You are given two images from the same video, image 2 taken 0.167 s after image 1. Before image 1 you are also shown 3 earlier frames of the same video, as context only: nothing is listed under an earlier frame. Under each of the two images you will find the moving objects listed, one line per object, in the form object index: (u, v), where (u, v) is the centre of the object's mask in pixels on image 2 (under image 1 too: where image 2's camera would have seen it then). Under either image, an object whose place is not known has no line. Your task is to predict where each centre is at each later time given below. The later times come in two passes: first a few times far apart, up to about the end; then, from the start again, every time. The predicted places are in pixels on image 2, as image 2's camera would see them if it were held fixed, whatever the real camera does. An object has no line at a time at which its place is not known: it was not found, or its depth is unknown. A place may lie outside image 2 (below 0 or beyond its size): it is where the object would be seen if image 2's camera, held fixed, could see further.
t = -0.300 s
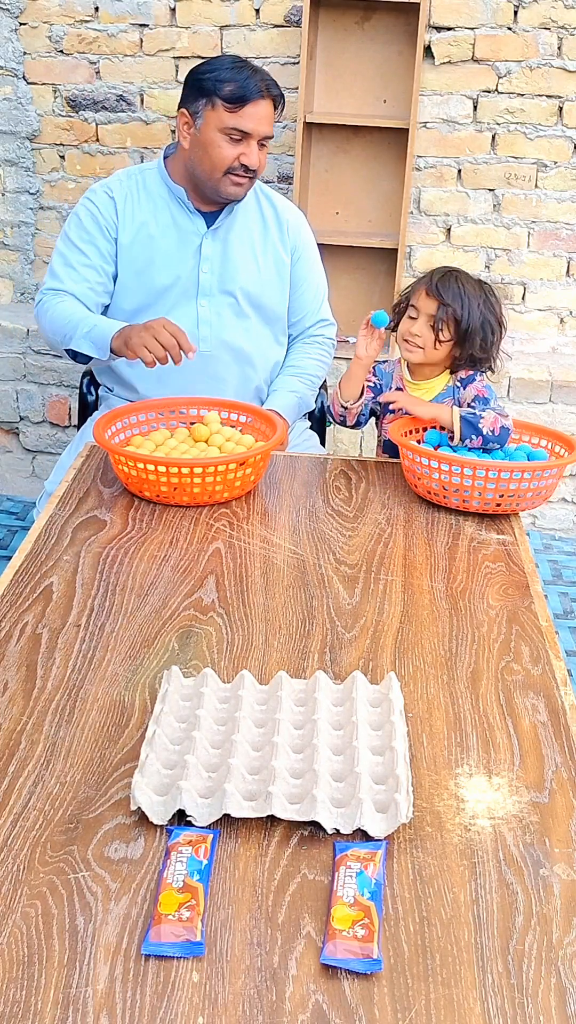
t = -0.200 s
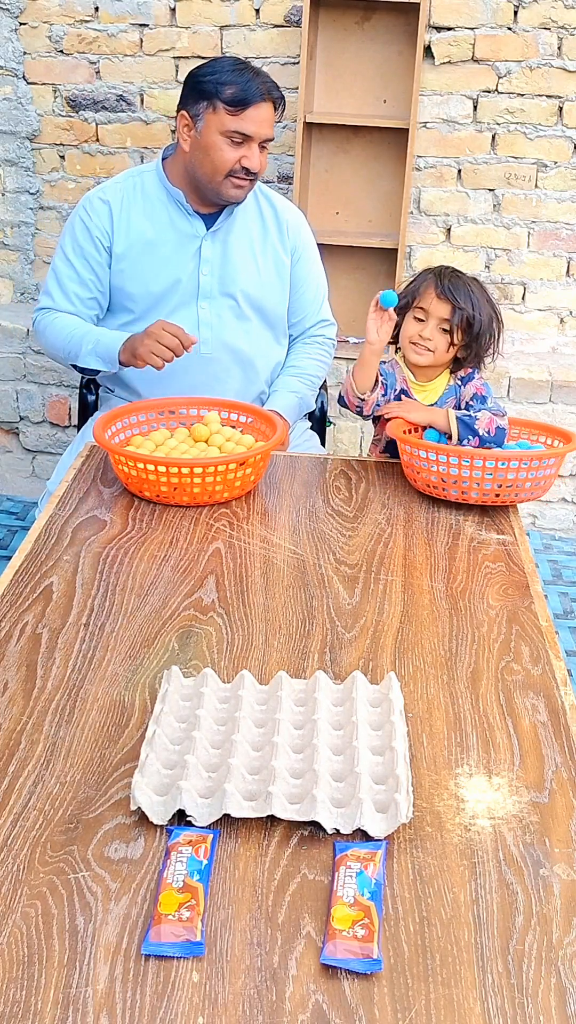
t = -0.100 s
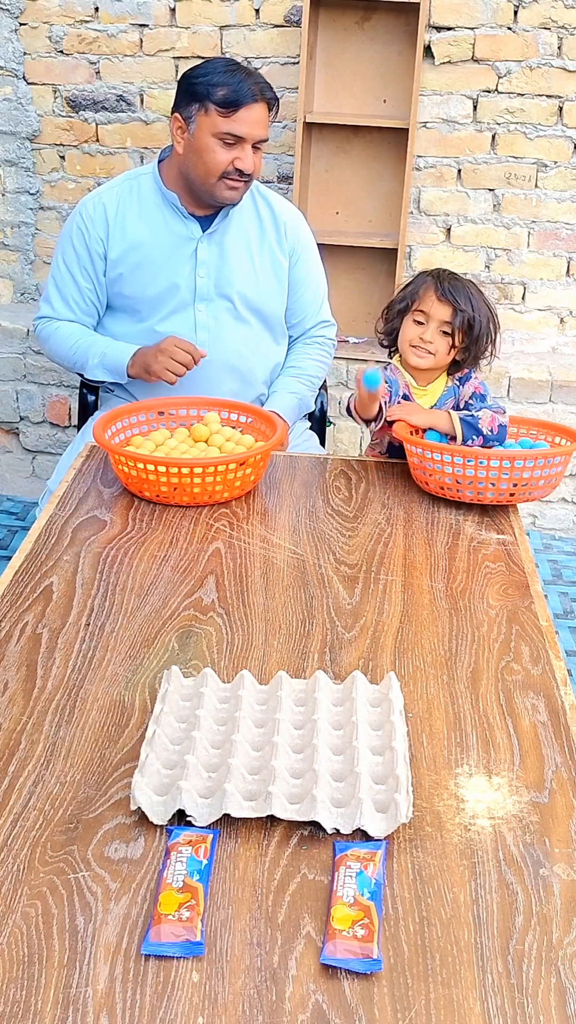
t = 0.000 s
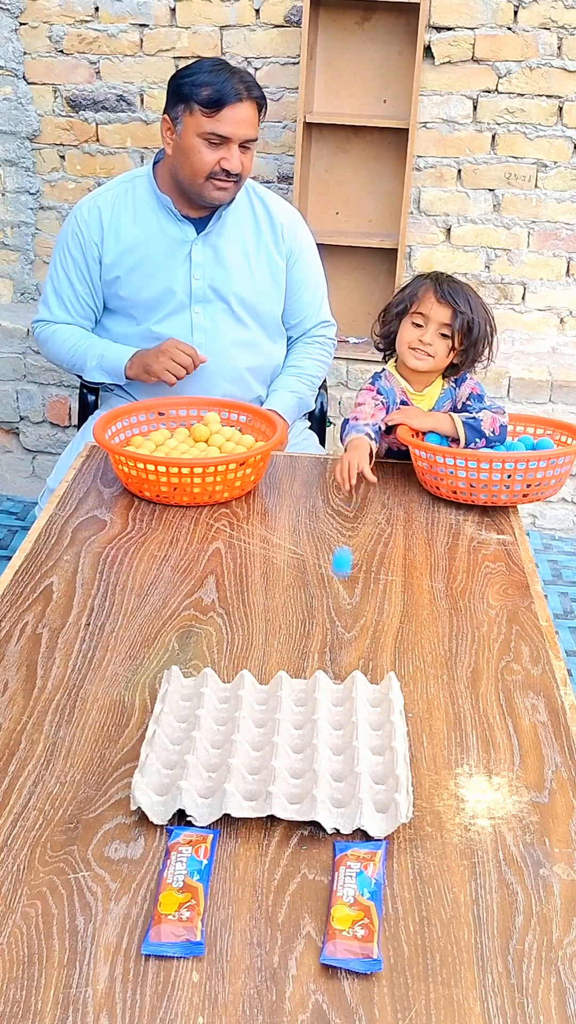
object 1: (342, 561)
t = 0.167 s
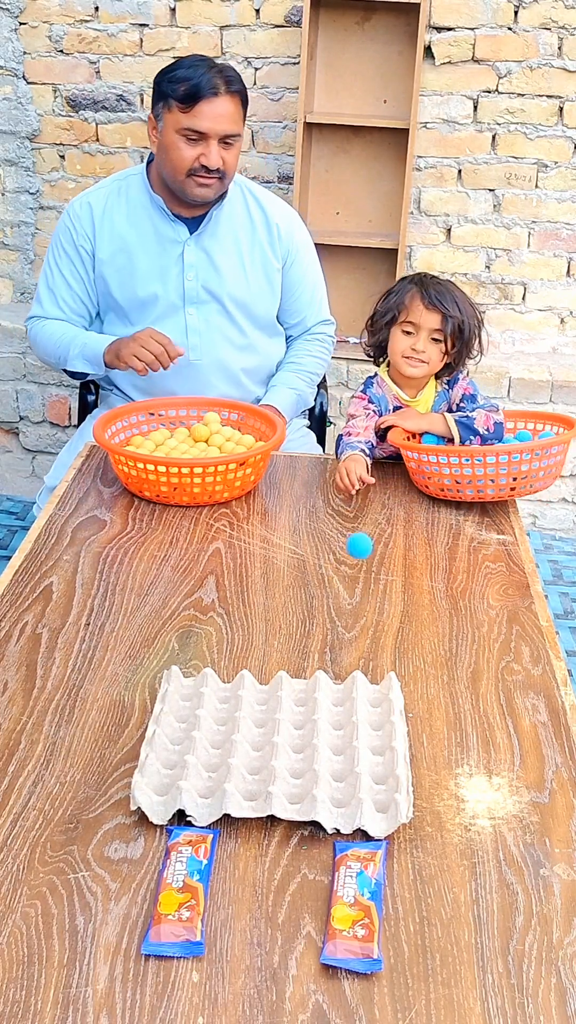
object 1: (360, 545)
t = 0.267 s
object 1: (371, 613)
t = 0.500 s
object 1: (350, 790)
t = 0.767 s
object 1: (353, 908)
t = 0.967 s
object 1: (359, 1008)
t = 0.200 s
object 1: (364, 558)
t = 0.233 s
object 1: (367, 581)
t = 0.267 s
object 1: (371, 613)
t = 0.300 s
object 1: (374, 657)
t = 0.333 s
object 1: (379, 707)
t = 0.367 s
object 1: (382, 768)
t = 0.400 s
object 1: (385, 781)
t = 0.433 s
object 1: (375, 777)
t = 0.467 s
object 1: (362, 778)
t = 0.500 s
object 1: (350, 790)
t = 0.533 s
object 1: (337, 813)
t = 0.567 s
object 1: (340, 834)
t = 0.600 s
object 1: (343, 838)
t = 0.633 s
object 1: (346, 852)
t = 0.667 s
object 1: (349, 871)
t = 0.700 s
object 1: (351, 880)
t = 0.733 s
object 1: (353, 893)
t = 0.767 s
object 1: (353, 908)
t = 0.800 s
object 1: (355, 923)
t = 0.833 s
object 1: (354, 939)
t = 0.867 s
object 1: (353, 960)
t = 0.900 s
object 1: (354, 977)
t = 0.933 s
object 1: (356, 993)
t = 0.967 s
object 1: (359, 1008)
